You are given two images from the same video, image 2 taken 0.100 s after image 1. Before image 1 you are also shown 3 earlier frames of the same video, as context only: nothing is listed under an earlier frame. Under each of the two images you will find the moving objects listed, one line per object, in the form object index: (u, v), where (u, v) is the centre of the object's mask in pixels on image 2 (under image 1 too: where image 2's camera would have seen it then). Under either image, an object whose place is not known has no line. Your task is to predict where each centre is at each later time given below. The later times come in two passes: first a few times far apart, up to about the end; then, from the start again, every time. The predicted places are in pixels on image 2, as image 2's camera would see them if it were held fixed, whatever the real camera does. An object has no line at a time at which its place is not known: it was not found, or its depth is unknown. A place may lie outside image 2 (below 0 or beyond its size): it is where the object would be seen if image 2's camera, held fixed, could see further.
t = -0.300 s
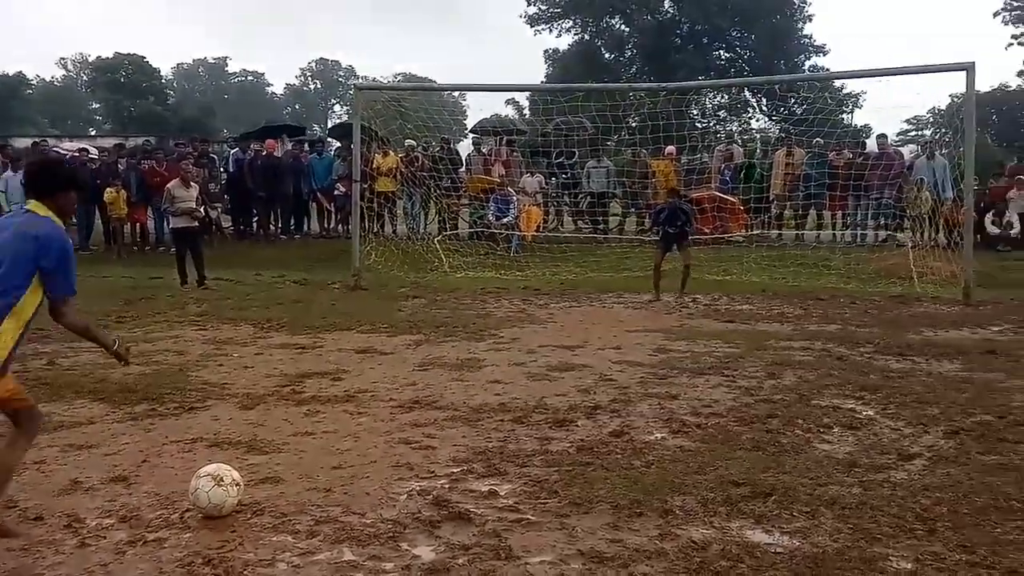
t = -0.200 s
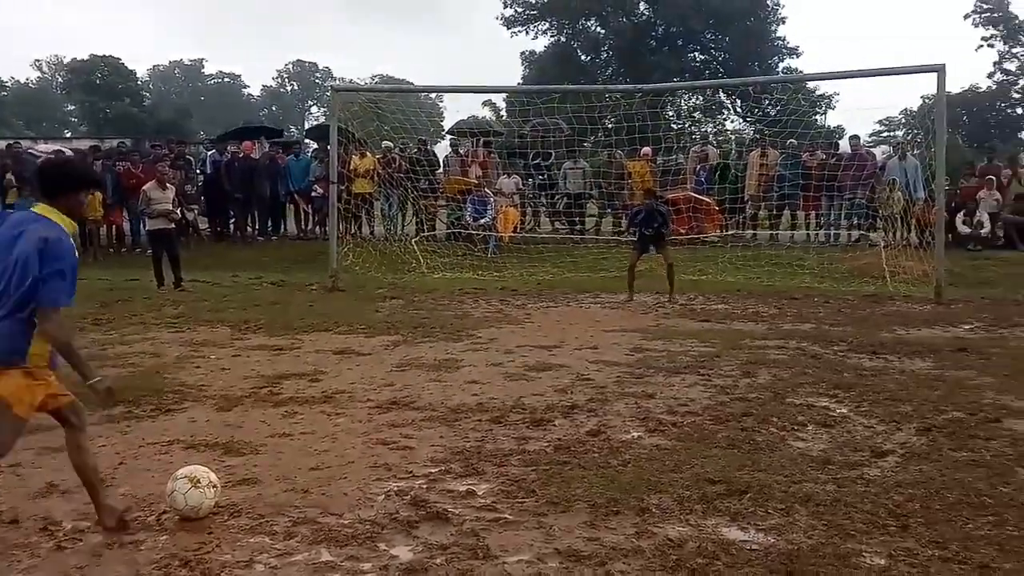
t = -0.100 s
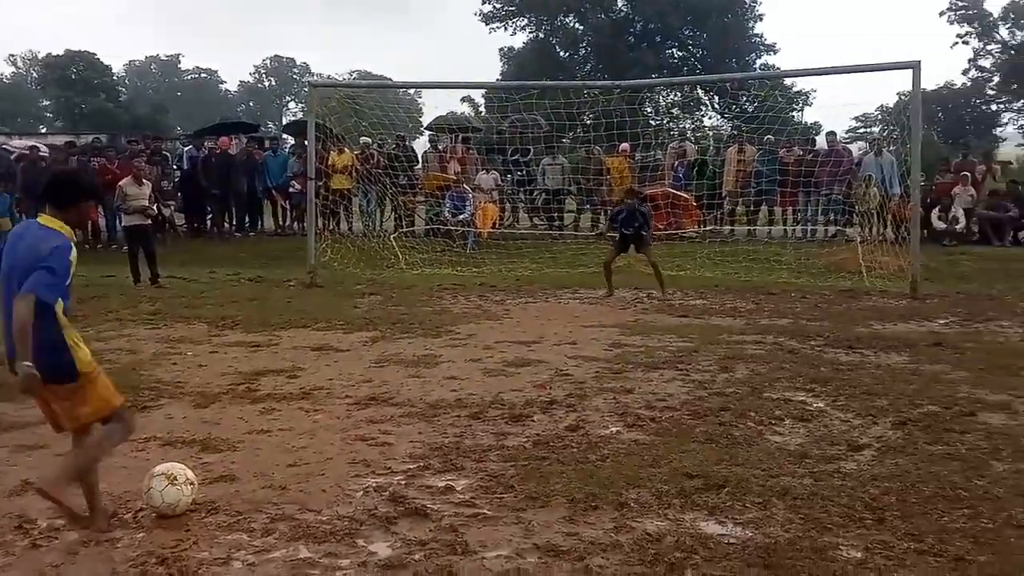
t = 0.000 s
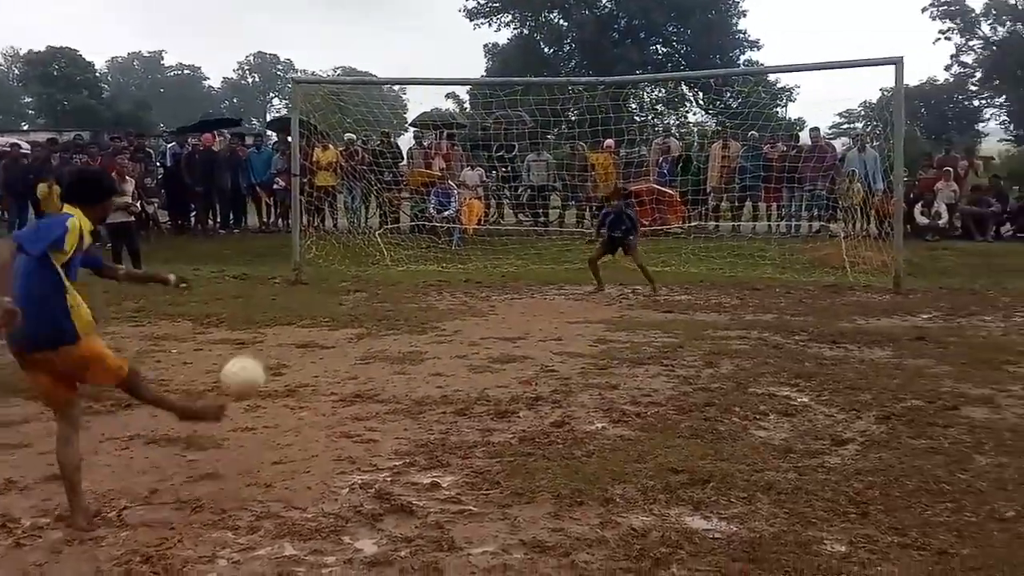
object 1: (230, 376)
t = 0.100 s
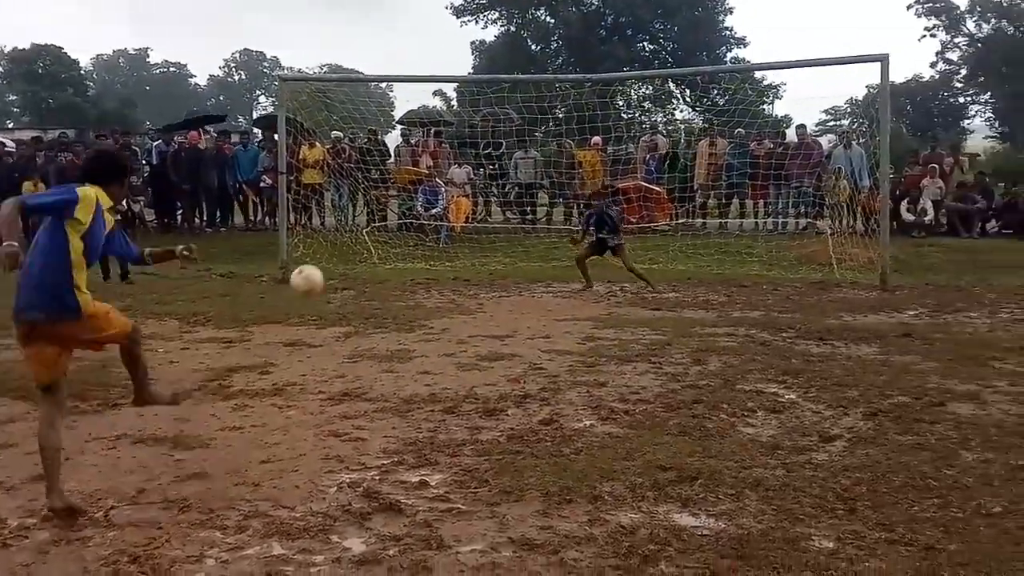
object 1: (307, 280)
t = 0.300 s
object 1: (375, 212)
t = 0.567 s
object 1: (408, 200)
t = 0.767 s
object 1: (426, 170)
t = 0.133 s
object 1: (323, 260)
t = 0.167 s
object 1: (337, 247)
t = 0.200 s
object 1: (348, 234)
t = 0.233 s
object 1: (359, 224)
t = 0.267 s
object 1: (367, 217)
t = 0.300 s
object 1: (375, 212)
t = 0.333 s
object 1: (381, 208)
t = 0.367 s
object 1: (387, 204)
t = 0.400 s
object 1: (393, 203)
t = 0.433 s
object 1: (395, 202)
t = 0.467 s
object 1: (398, 202)
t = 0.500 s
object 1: (400, 205)
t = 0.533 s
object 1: (405, 205)
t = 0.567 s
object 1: (408, 200)
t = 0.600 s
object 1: (411, 192)
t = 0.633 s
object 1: (415, 187)
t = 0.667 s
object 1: (417, 181)
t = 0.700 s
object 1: (420, 177)
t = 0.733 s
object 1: (423, 173)
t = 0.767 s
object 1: (426, 170)
